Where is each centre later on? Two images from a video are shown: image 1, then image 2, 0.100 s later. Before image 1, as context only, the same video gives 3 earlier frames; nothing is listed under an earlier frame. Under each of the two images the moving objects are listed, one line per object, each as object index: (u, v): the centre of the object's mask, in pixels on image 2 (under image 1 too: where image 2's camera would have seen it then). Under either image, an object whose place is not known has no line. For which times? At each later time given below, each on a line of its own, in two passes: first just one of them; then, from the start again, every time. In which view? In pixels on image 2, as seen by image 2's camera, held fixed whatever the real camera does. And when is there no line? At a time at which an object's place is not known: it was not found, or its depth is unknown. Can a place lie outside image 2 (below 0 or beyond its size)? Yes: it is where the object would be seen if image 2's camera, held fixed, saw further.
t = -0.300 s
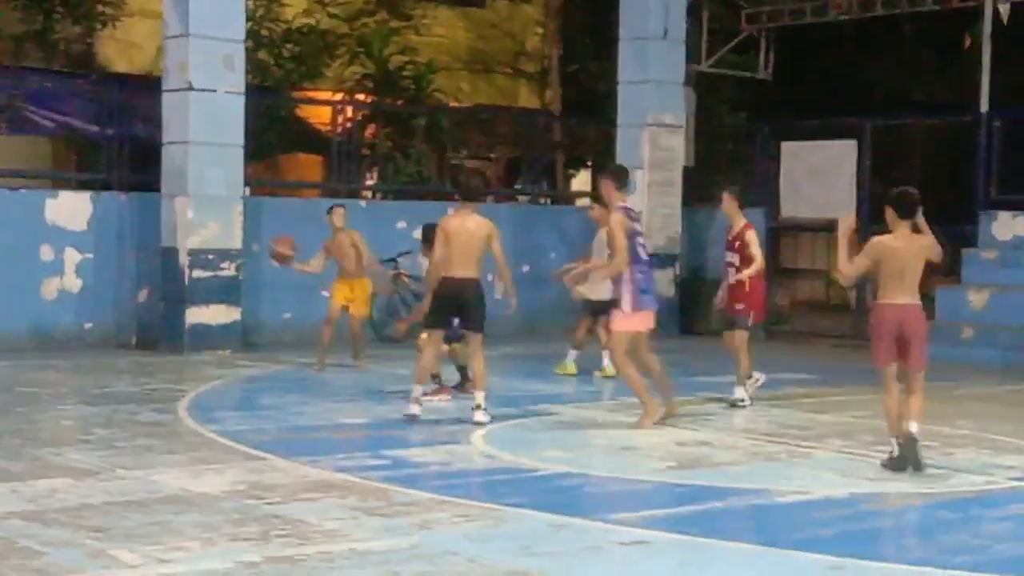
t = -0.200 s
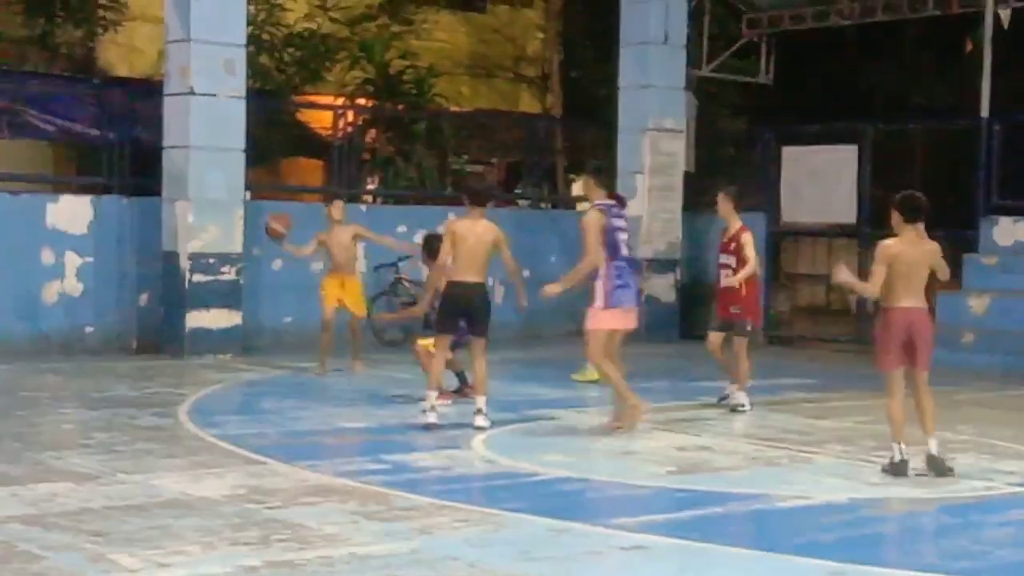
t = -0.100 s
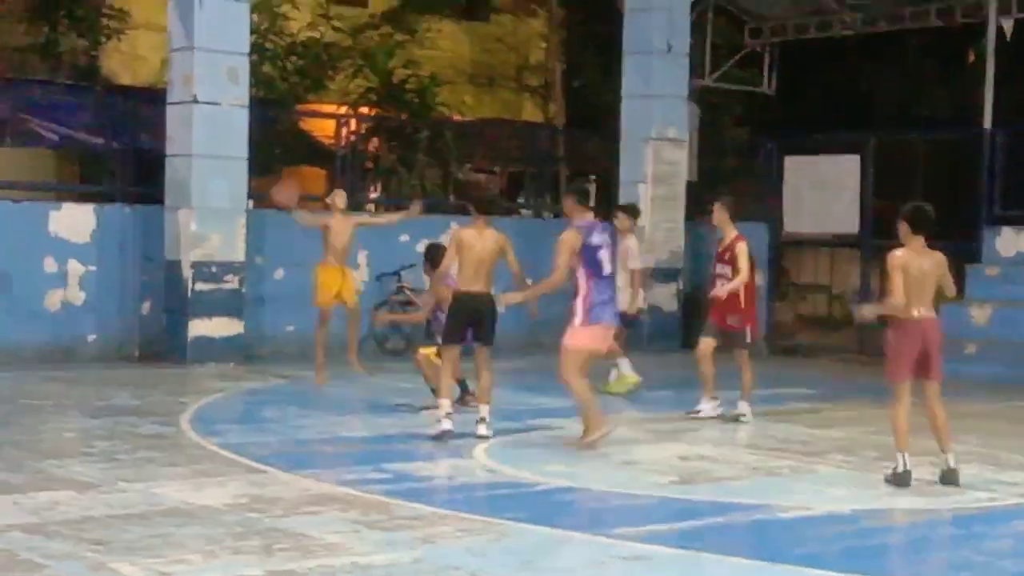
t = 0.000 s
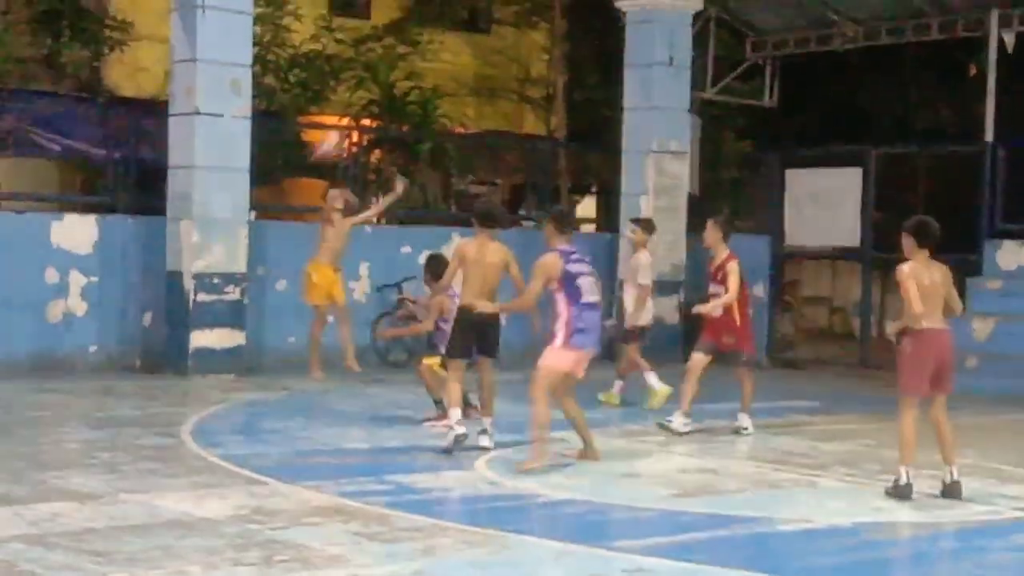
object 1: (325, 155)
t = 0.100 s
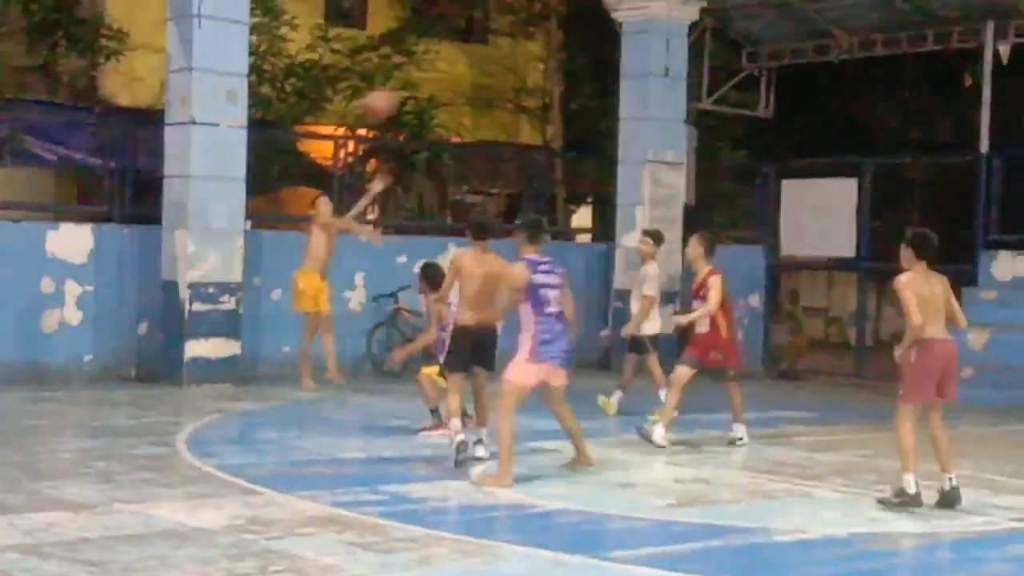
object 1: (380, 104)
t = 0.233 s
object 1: (460, 44)
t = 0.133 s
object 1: (399, 88)
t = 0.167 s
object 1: (417, 73)
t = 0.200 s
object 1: (436, 58)
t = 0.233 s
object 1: (460, 44)
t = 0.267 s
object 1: (482, 32)
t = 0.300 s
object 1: (502, 23)
